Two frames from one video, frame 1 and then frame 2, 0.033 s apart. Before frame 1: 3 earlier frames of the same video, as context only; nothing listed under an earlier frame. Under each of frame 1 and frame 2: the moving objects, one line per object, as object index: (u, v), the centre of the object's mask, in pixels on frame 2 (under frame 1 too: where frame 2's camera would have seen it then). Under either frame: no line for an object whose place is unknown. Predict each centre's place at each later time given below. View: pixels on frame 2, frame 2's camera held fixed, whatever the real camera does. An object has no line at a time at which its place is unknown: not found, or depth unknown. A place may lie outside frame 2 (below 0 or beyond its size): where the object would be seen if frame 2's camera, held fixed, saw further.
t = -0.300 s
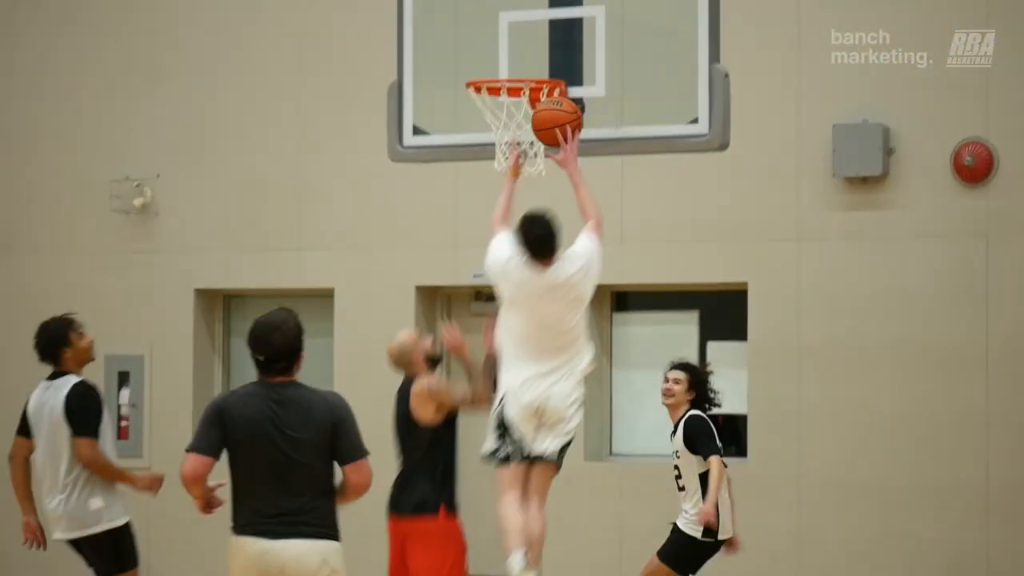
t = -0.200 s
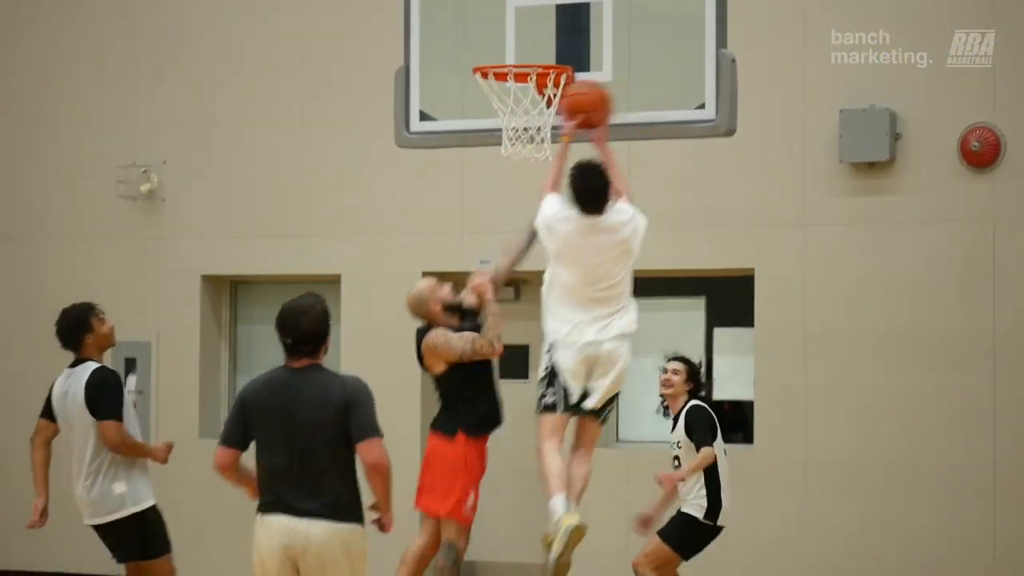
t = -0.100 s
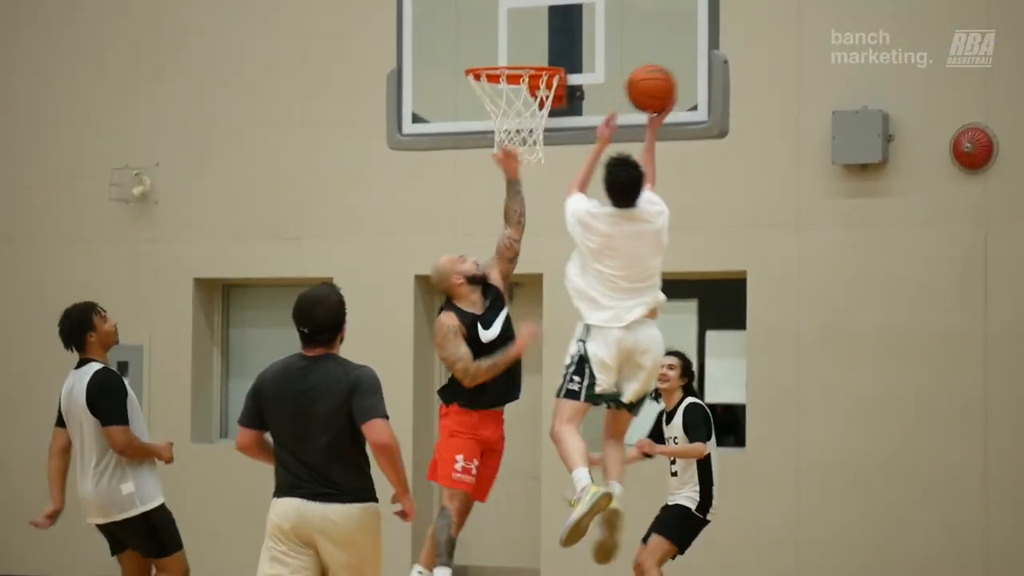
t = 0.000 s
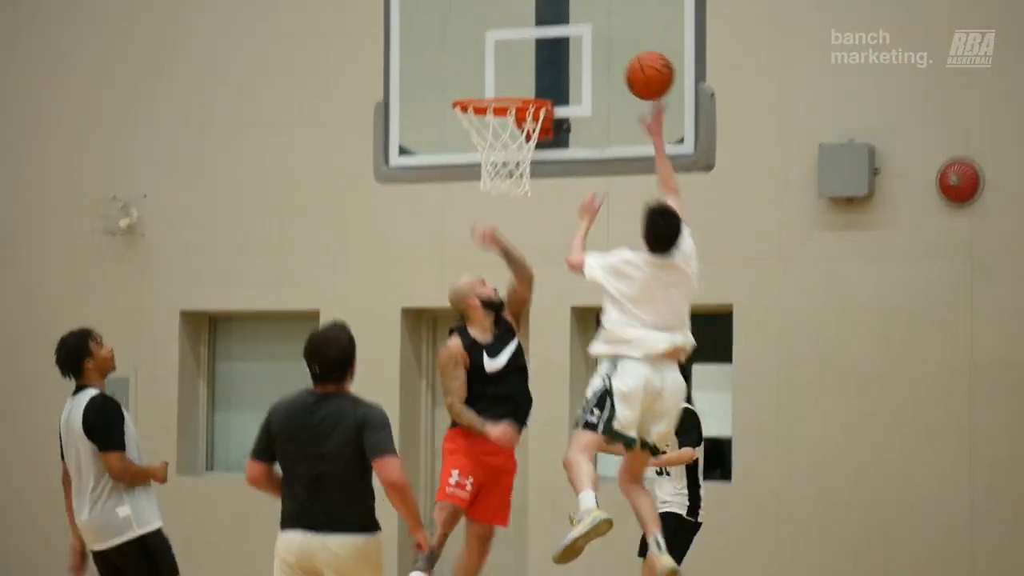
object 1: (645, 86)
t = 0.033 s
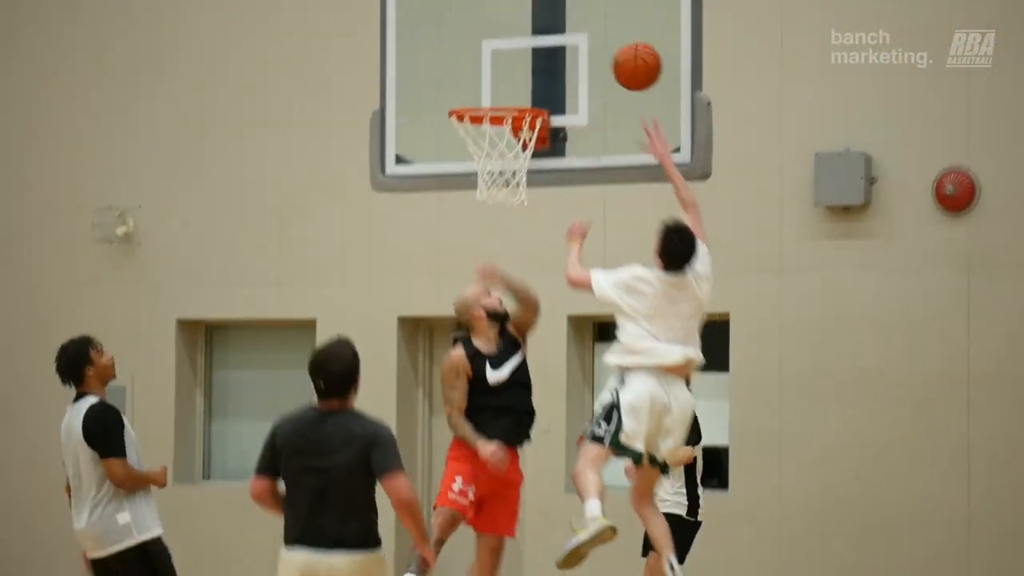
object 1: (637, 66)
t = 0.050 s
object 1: (632, 58)
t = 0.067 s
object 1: (628, 50)
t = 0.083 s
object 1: (624, 43)
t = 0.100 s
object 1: (619, 36)
